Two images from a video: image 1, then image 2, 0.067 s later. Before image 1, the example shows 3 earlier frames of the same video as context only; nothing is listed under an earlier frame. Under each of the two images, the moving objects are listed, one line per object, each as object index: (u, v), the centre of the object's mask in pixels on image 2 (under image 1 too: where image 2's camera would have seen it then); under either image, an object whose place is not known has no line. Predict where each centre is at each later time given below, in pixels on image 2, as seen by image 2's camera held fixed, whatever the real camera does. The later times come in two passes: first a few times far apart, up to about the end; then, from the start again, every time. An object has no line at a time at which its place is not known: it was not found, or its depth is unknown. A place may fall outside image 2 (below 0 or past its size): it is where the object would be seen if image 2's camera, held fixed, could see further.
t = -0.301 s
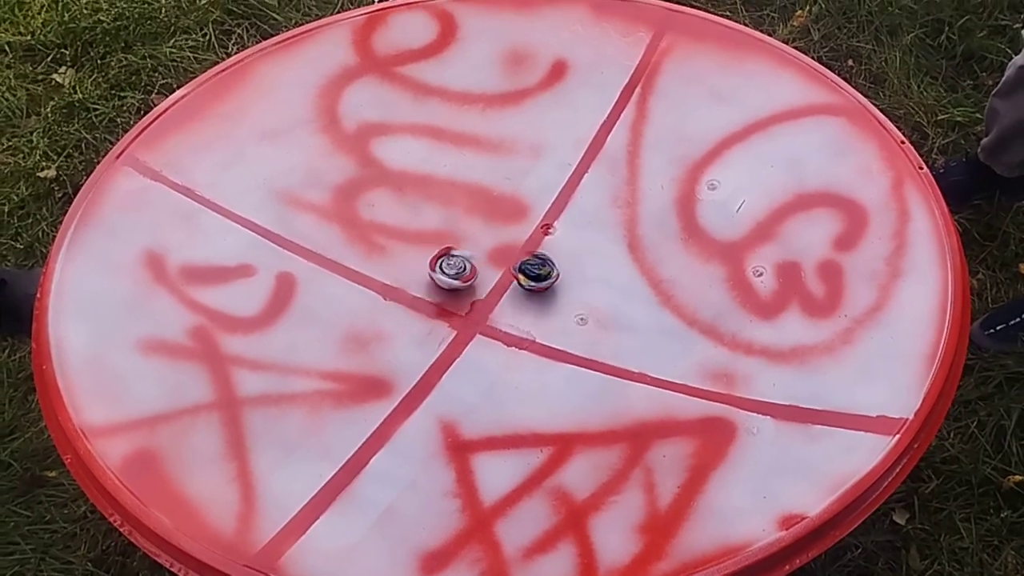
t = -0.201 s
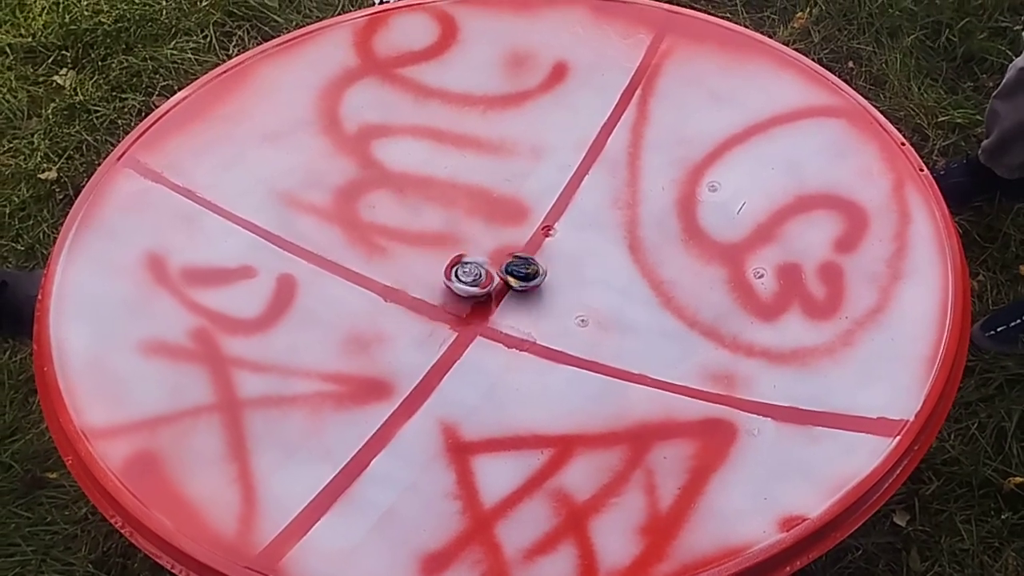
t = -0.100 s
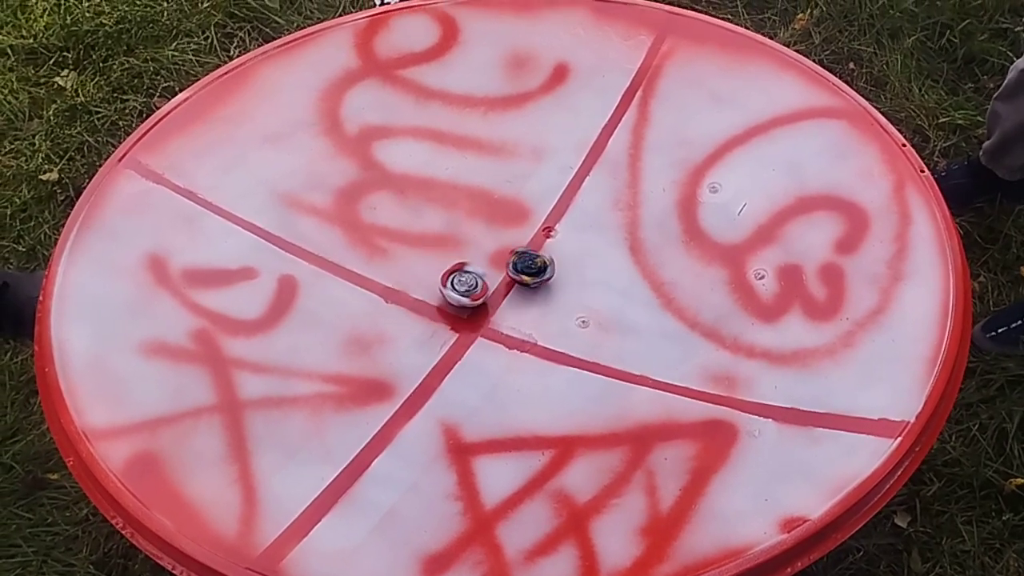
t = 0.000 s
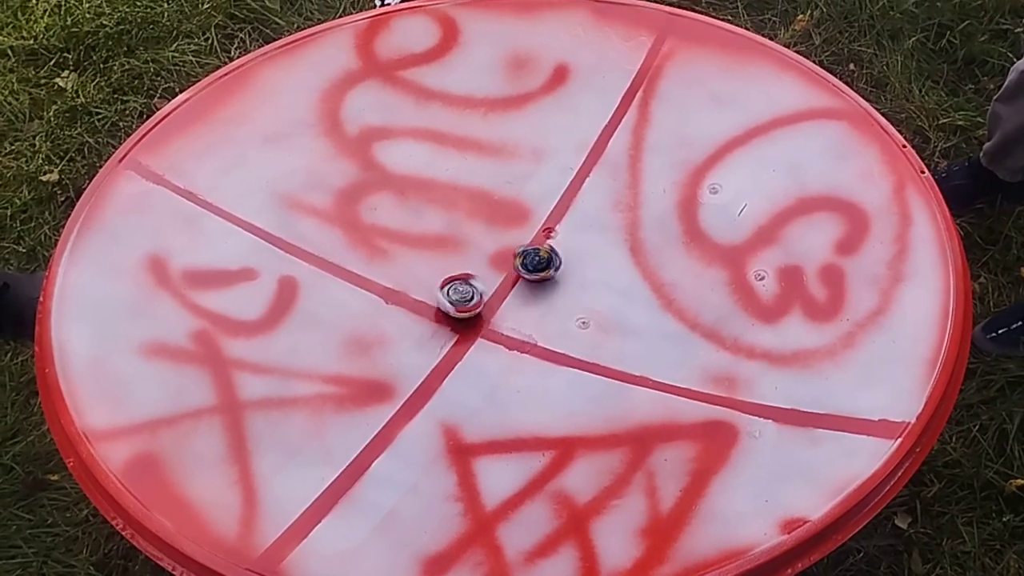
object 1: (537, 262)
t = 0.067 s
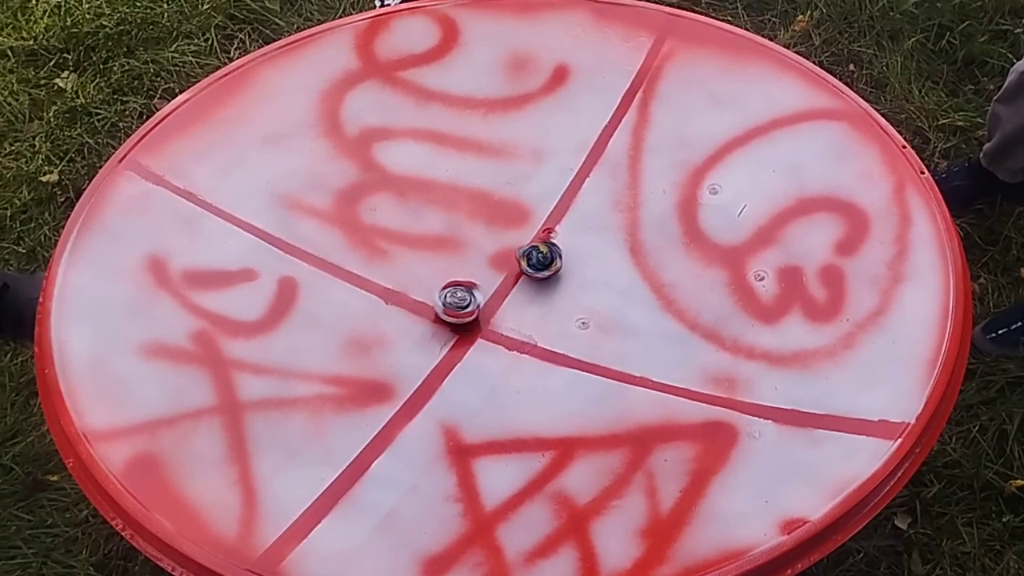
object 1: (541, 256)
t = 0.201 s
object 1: (546, 251)
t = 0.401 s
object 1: (550, 248)
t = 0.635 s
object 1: (550, 251)
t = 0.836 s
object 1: (552, 257)
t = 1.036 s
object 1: (550, 267)
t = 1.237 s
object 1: (550, 265)
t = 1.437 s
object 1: (551, 258)
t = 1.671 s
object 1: (550, 257)
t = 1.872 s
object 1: (550, 258)
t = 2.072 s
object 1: (552, 261)
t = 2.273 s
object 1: (539, 252)
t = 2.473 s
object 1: (526, 245)
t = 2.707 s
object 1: (514, 243)
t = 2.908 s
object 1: (509, 246)
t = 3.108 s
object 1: (502, 249)
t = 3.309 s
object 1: (507, 253)
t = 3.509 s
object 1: (506, 259)
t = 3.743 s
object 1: (497, 269)
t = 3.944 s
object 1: (482, 278)
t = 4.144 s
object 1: (470, 284)
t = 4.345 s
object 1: (459, 282)
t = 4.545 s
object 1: (458, 278)
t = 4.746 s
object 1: (464, 280)
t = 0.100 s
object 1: (542, 255)
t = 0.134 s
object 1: (543, 254)
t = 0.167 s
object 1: (545, 252)
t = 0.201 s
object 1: (546, 251)
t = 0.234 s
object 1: (547, 250)
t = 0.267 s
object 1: (547, 249)
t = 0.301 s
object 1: (548, 249)
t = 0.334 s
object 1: (548, 249)
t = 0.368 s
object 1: (549, 248)
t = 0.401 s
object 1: (550, 248)
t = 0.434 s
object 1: (550, 248)
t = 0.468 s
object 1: (550, 248)
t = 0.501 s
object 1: (550, 249)
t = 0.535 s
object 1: (550, 250)
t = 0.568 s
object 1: (551, 249)
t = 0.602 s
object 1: (551, 250)
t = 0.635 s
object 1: (550, 251)
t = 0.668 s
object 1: (550, 251)
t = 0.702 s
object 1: (550, 252)
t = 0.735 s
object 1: (551, 253)
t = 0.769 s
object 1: (551, 255)
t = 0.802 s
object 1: (552, 257)
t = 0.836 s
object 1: (552, 257)
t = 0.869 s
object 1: (552, 259)
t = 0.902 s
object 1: (552, 260)
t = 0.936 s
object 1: (552, 261)
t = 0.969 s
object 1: (551, 264)
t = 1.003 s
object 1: (551, 266)
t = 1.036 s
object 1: (550, 267)
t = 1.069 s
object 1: (549, 270)
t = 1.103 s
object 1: (550, 271)
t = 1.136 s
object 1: (548, 273)
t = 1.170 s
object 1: (550, 270)
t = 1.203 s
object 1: (550, 267)
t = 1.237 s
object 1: (550, 265)
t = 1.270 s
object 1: (551, 263)
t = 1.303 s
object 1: (551, 263)
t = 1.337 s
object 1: (552, 262)
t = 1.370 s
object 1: (552, 260)
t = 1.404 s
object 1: (552, 260)
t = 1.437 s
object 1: (551, 258)
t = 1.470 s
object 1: (552, 258)
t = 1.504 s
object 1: (551, 257)
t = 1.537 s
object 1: (551, 258)
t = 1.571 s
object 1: (551, 257)
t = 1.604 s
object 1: (550, 257)
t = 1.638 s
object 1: (550, 257)
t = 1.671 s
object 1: (550, 257)
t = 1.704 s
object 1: (550, 258)
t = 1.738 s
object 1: (551, 258)
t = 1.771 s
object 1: (551, 259)
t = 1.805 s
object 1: (550, 258)
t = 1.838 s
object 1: (550, 258)
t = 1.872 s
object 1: (550, 258)
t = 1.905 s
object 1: (551, 258)
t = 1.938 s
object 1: (552, 259)
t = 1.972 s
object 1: (552, 258)
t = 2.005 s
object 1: (552, 259)
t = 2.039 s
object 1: (552, 261)
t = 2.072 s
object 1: (552, 261)
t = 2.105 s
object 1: (551, 260)
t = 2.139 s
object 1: (548, 258)
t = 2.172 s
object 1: (546, 256)
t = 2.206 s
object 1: (543, 255)
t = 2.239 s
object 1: (541, 254)
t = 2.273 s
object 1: (539, 252)
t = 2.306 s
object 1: (537, 251)
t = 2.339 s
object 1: (534, 249)
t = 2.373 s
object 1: (533, 248)
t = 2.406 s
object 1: (531, 247)
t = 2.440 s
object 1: (527, 246)
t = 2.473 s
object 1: (526, 245)
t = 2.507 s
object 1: (525, 246)
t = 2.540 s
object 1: (523, 245)
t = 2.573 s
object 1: (522, 245)
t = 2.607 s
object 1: (520, 245)
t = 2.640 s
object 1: (517, 245)
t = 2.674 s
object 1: (515, 244)
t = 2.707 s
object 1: (514, 243)
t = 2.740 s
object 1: (513, 243)
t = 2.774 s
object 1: (512, 244)
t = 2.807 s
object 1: (511, 244)
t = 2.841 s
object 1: (510, 244)
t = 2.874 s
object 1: (509, 245)
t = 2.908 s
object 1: (509, 246)
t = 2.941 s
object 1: (508, 247)
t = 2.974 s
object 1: (506, 247)
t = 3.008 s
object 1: (505, 248)
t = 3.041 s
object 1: (505, 249)
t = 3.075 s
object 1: (503, 249)
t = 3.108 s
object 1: (502, 249)
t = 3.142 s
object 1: (503, 249)
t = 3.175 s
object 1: (504, 248)
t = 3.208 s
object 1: (504, 248)
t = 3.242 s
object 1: (506, 250)
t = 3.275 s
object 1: (507, 252)
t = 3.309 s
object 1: (507, 253)
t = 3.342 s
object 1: (506, 255)
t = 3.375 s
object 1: (506, 256)
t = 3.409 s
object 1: (505, 257)
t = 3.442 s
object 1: (504, 258)
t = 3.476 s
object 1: (505, 258)
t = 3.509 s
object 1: (506, 259)
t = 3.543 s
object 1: (505, 261)
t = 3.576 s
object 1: (506, 262)
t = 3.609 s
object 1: (504, 263)
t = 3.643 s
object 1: (502, 265)
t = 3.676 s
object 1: (501, 266)
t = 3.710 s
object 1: (498, 267)
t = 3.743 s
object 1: (497, 269)
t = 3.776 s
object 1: (497, 270)
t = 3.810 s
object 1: (495, 271)
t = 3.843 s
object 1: (494, 273)
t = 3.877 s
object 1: (489, 275)
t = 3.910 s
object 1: (484, 277)
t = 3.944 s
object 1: (482, 278)
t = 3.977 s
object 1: (480, 280)
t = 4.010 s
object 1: (478, 281)
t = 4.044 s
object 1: (476, 282)
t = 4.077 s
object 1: (474, 283)
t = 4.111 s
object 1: (472, 283)
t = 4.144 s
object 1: (470, 284)
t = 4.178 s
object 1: (467, 283)
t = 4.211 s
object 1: (464, 283)
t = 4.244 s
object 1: (463, 284)
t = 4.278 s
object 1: (460, 283)
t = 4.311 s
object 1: (460, 282)
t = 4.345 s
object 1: (459, 282)
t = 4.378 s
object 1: (457, 281)
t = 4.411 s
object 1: (458, 281)
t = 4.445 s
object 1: (458, 279)
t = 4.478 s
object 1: (456, 279)
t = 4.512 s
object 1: (457, 279)
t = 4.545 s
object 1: (458, 278)
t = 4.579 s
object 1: (458, 279)
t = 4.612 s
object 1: (459, 279)
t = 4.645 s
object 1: (459, 278)
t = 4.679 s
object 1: (461, 279)
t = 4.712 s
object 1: (462, 279)
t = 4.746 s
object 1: (464, 280)
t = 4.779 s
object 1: (467, 279)
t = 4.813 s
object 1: (467, 280)
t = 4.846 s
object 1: (469, 280)
